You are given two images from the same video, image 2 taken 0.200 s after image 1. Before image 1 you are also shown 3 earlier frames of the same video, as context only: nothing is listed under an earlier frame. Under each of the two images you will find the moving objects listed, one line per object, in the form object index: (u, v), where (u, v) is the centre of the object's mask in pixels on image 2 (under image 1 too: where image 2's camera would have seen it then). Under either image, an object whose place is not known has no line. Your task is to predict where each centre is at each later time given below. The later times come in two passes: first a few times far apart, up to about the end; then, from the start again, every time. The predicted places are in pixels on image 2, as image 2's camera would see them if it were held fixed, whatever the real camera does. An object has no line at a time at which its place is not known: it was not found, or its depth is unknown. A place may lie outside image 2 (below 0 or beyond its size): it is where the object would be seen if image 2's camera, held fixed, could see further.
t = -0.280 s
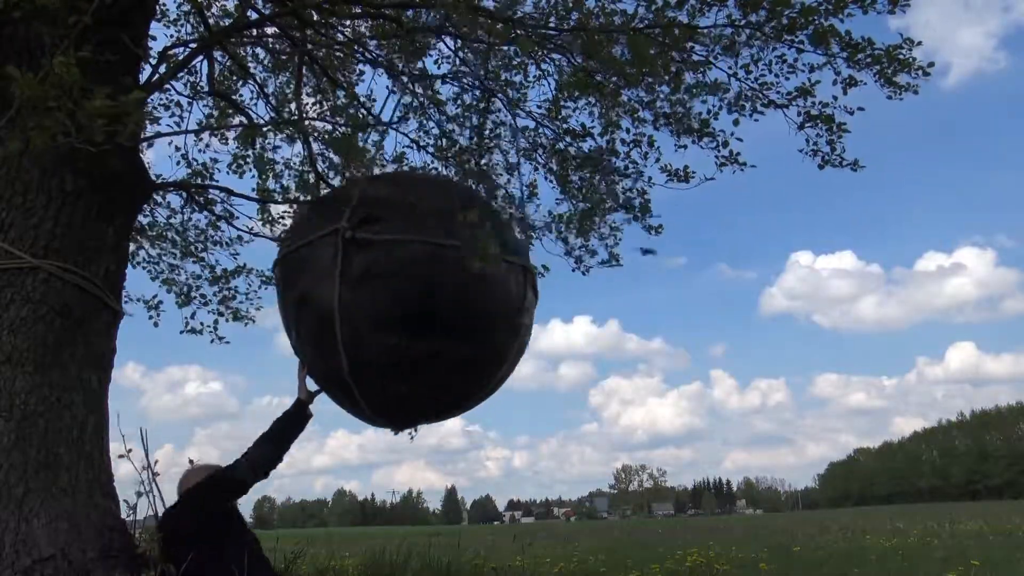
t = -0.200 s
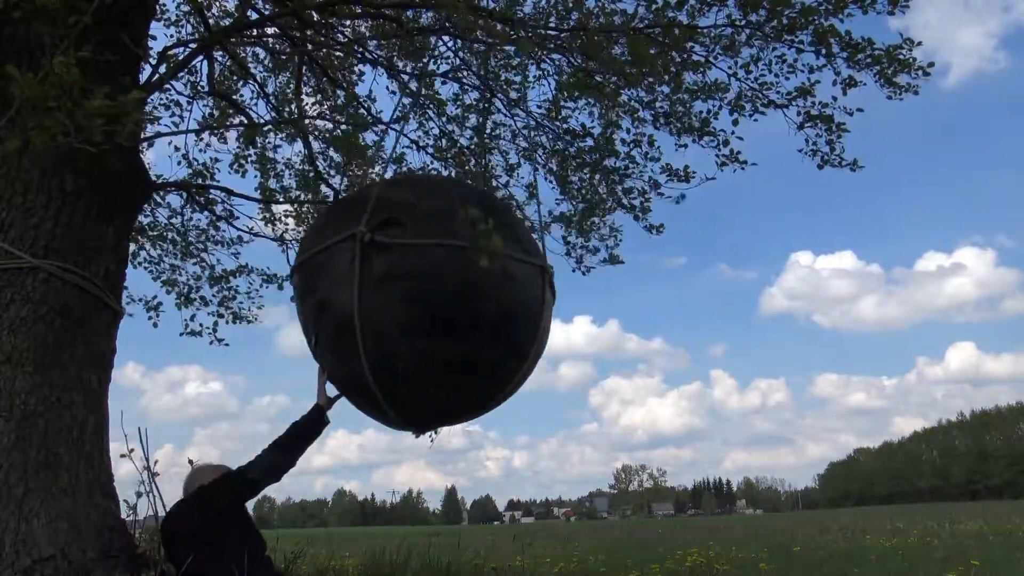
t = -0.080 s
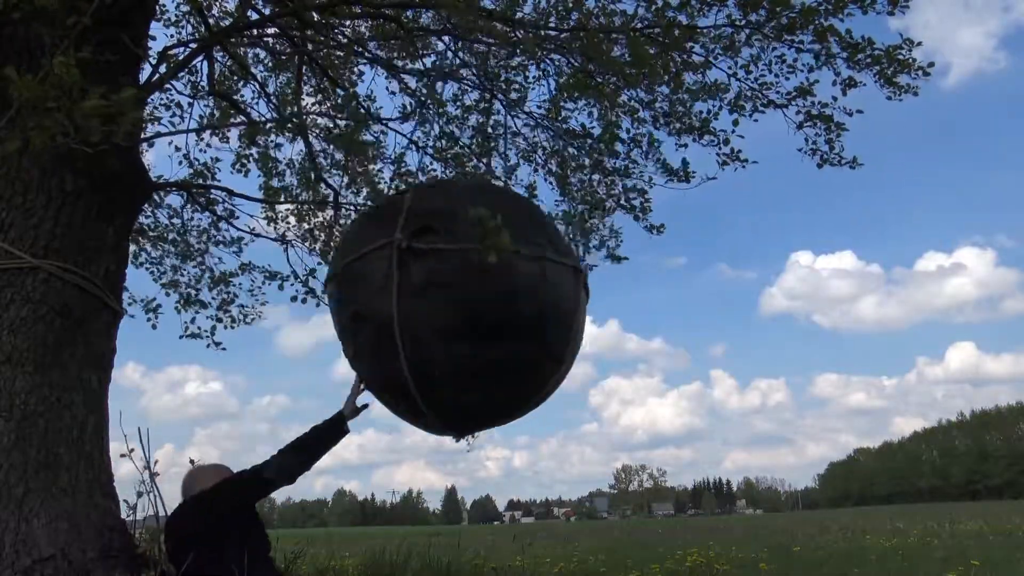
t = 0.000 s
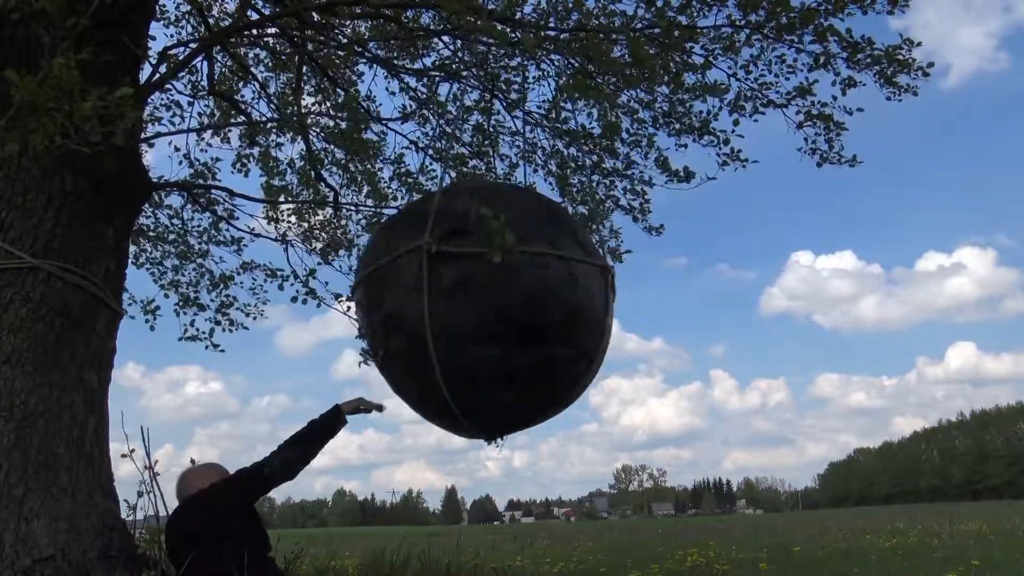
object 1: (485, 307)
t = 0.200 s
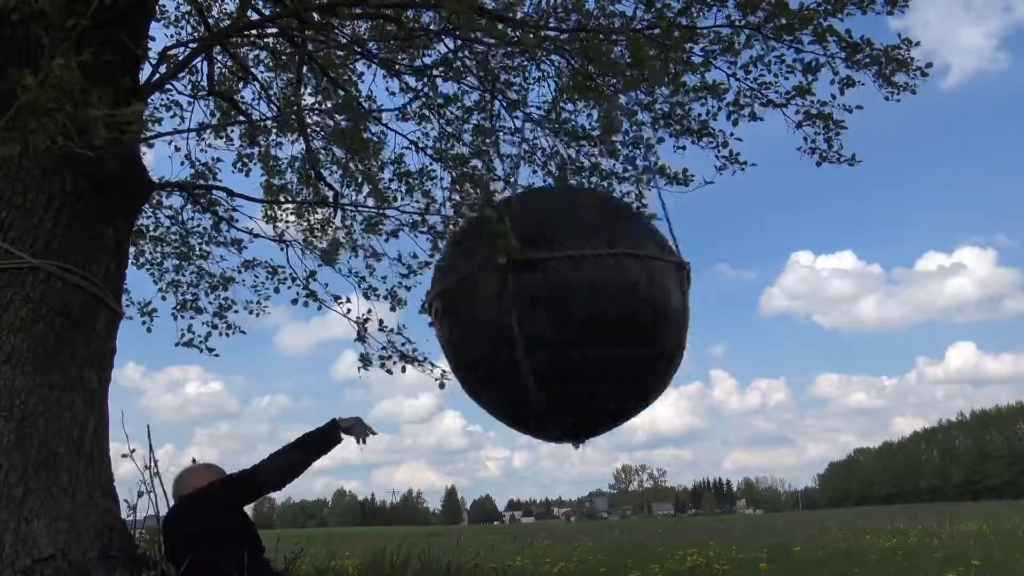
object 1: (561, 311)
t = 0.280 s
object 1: (593, 312)
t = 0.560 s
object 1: (708, 305)
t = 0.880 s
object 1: (818, 288)
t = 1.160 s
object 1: (879, 272)
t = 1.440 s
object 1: (898, 266)
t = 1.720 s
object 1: (881, 271)
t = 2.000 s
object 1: (821, 285)
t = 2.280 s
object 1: (727, 299)
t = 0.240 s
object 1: (577, 312)
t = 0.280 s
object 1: (593, 312)
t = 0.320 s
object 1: (610, 312)
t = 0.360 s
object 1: (627, 311)
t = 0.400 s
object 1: (644, 311)
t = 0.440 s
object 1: (660, 309)
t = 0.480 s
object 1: (676, 308)
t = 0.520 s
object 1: (691, 306)
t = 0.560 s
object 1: (708, 305)
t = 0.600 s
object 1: (723, 304)
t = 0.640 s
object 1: (738, 302)
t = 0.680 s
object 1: (753, 300)
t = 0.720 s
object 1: (767, 298)
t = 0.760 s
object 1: (780, 295)
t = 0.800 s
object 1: (793, 293)
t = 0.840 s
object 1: (806, 290)
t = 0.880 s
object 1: (818, 288)
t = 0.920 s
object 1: (829, 285)
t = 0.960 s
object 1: (839, 283)
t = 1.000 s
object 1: (849, 280)
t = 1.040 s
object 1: (858, 278)
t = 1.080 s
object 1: (865, 276)
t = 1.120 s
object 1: (873, 274)
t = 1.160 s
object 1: (879, 272)
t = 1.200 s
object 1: (885, 271)
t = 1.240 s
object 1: (889, 269)
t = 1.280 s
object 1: (892, 268)
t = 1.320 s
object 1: (895, 267)
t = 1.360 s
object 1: (897, 266)
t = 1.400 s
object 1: (898, 266)
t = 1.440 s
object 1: (898, 266)
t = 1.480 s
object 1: (898, 266)
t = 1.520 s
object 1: (897, 266)
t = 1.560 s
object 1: (895, 267)
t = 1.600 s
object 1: (893, 267)
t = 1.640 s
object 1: (890, 269)
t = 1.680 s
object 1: (886, 270)
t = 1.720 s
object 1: (881, 271)
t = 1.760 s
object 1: (875, 273)
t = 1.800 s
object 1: (868, 274)
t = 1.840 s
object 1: (860, 276)
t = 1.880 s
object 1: (851, 278)
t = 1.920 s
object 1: (842, 280)
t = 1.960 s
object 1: (831, 283)
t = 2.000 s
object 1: (821, 285)
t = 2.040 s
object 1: (809, 287)
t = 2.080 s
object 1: (797, 290)
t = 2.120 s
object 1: (784, 292)
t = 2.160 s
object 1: (771, 294)
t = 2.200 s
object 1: (756, 296)
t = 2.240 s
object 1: (742, 298)
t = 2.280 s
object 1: (727, 299)
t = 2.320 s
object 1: (711, 301)
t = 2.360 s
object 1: (695, 303)
